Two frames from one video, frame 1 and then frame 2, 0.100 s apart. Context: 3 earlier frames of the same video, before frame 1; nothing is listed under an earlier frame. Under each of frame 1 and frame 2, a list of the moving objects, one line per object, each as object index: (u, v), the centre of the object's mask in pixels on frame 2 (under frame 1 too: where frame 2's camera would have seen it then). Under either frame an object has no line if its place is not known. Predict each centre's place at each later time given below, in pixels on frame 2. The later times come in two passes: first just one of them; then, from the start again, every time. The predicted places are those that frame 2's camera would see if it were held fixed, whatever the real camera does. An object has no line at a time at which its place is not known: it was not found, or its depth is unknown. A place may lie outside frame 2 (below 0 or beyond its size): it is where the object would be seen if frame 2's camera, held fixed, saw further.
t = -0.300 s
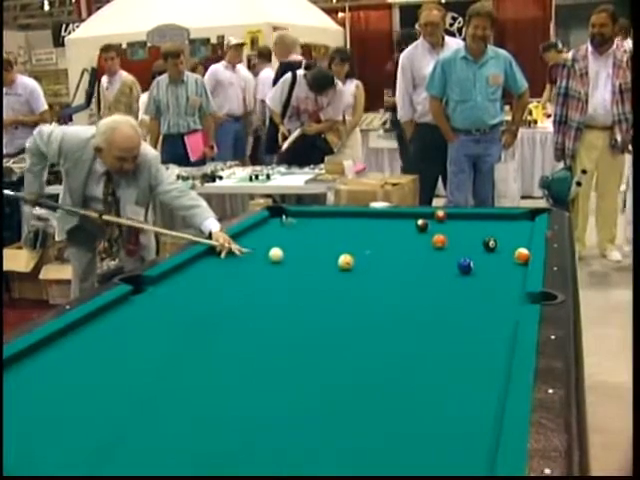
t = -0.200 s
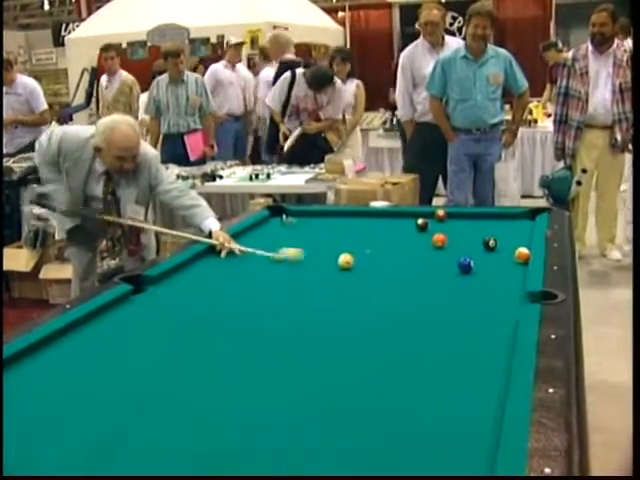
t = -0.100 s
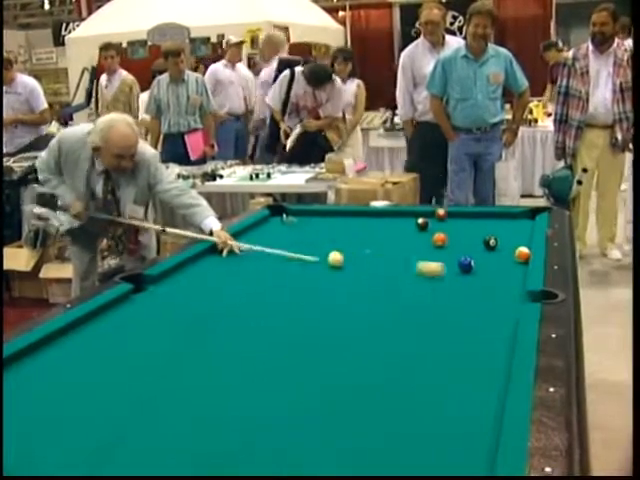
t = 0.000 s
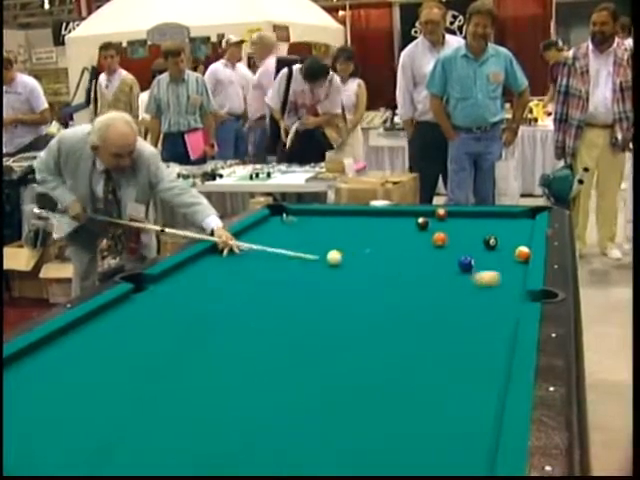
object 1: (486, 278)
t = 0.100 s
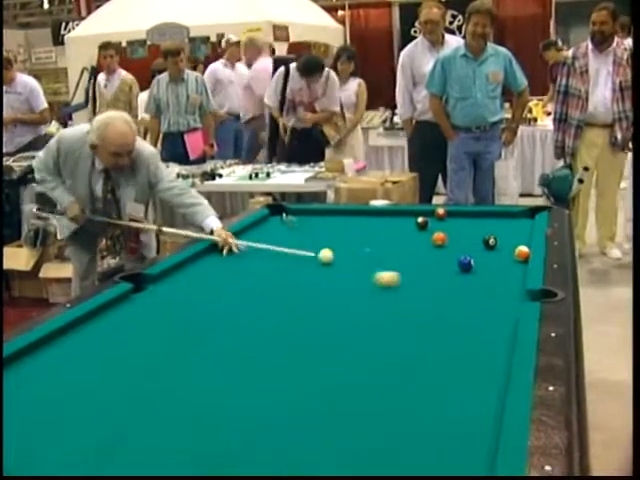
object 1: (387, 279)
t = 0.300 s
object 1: (217, 280)
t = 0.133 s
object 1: (355, 279)
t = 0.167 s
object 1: (325, 280)
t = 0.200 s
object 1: (297, 280)
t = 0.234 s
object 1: (269, 280)
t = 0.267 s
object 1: (242, 281)
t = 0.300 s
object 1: (217, 280)
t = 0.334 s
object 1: (193, 281)
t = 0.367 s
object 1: (170, 281)
